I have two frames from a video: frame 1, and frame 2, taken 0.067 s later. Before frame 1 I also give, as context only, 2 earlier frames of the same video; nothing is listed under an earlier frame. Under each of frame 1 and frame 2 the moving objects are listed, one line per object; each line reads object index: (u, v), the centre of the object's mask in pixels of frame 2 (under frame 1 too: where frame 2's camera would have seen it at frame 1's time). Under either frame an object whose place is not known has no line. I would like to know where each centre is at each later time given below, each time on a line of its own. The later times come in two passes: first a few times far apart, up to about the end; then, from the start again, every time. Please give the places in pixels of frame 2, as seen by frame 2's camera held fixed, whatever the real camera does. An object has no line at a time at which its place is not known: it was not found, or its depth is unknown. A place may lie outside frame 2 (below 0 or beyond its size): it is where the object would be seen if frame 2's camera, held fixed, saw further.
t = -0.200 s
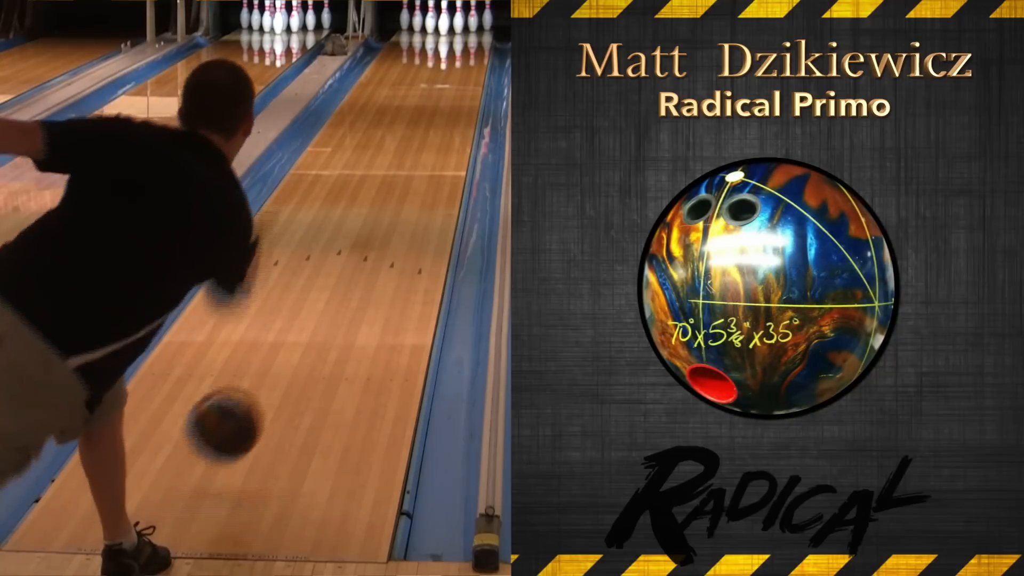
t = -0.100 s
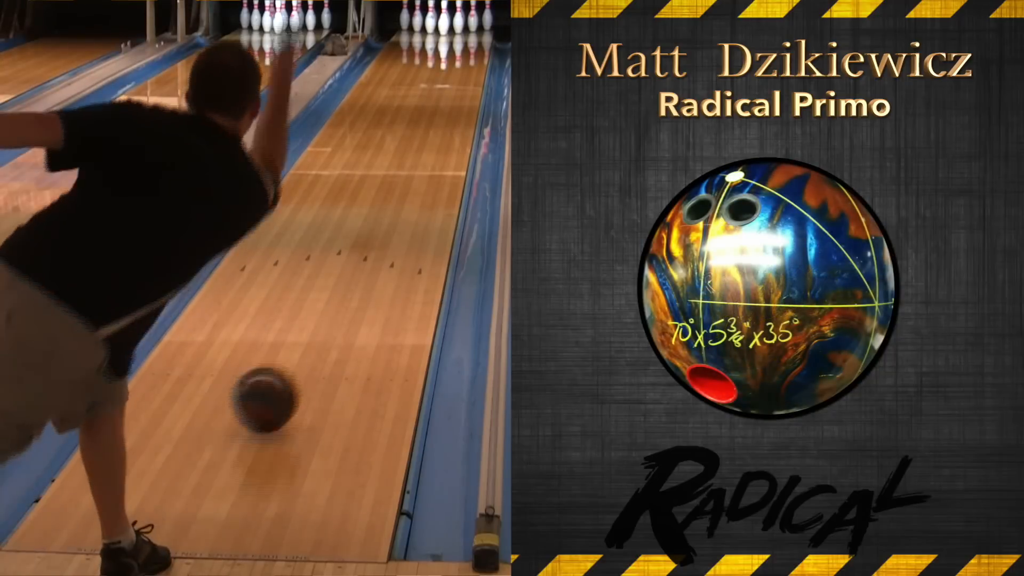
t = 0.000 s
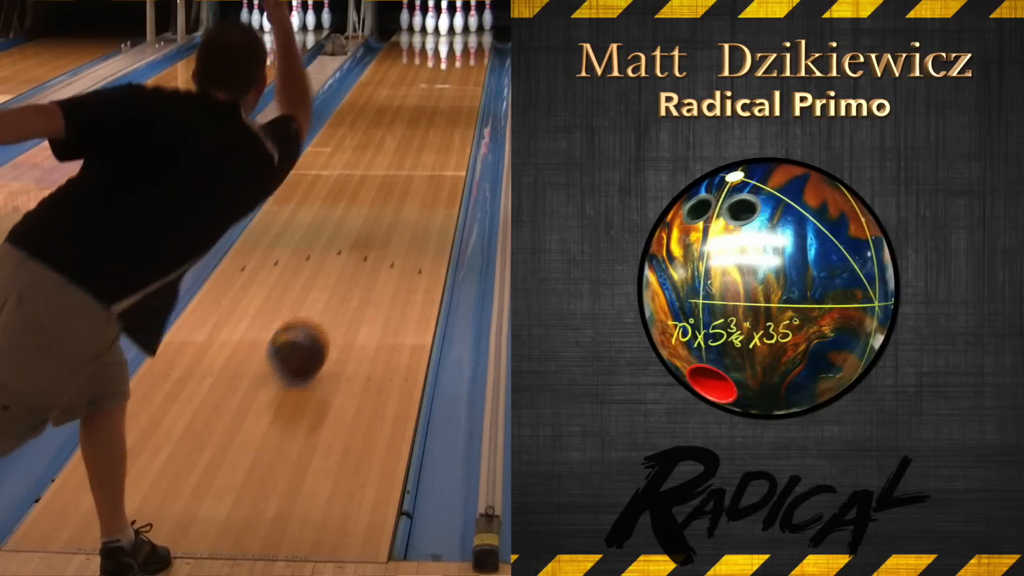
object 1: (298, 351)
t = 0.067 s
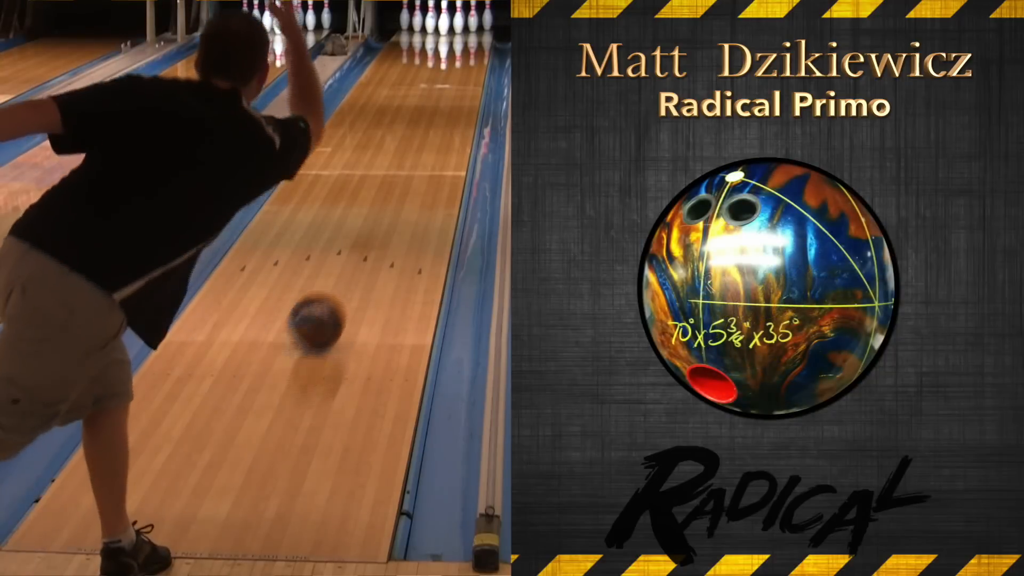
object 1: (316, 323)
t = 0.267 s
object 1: (360, 255)
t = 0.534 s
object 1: (401, 190)
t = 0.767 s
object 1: (426, 148)
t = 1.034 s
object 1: (447, 112)
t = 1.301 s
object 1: (461, 84)
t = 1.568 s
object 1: (469, 62)
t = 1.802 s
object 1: (468, 47)
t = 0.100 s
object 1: (325, 310)
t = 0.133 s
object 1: (333, 298)
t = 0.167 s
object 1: (340, 287)
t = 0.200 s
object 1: (348, 275)
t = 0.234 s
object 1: (354, 265)
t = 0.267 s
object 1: (360, 255)
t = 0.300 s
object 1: (366, 245)
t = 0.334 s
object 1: (372, 236)
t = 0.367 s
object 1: (377, 228)
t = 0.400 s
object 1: (383, 220)
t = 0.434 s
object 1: (387, 212)
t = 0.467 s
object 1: (392, 204)
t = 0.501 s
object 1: (397, 198)
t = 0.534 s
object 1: (401, 190)
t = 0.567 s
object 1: (405, 183)
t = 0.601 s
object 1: (409, 176)
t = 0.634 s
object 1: (413, 170)
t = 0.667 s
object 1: (417, 165)
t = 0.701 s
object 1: (420, 159)
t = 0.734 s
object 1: (423, 153)
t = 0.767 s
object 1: (426, 148)
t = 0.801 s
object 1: (429, 144)
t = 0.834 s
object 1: (433, 139)
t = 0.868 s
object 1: (435, 134)
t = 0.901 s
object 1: (438, 129)
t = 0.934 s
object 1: (440, 125)
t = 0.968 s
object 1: (443, 120)
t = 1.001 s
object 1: (445, 116)
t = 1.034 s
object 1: (447, 112)
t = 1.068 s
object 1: (450, 108)
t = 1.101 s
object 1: (451, 105)
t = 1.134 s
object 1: (453, 101)
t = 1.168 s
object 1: (455, 97)
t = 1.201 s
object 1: (457, 94)
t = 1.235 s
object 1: (458, 91)
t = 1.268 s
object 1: (460, 87)
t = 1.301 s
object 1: (461, 84)
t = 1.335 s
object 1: (463, 81)
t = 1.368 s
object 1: (464, 78)
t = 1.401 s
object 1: (465, 75)
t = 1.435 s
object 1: (466, 72)
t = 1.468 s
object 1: (467, 69)
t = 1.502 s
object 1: (468, 68)
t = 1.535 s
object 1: (468, 65)
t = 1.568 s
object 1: (469, 62)
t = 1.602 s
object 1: (470, 59)
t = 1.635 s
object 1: (470, 58)
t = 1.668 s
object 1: (470, 55)
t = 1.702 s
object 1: (470, 54)
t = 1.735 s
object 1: (470, 52)
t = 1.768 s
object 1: (468, 49)
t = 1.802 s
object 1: (468, 47)
